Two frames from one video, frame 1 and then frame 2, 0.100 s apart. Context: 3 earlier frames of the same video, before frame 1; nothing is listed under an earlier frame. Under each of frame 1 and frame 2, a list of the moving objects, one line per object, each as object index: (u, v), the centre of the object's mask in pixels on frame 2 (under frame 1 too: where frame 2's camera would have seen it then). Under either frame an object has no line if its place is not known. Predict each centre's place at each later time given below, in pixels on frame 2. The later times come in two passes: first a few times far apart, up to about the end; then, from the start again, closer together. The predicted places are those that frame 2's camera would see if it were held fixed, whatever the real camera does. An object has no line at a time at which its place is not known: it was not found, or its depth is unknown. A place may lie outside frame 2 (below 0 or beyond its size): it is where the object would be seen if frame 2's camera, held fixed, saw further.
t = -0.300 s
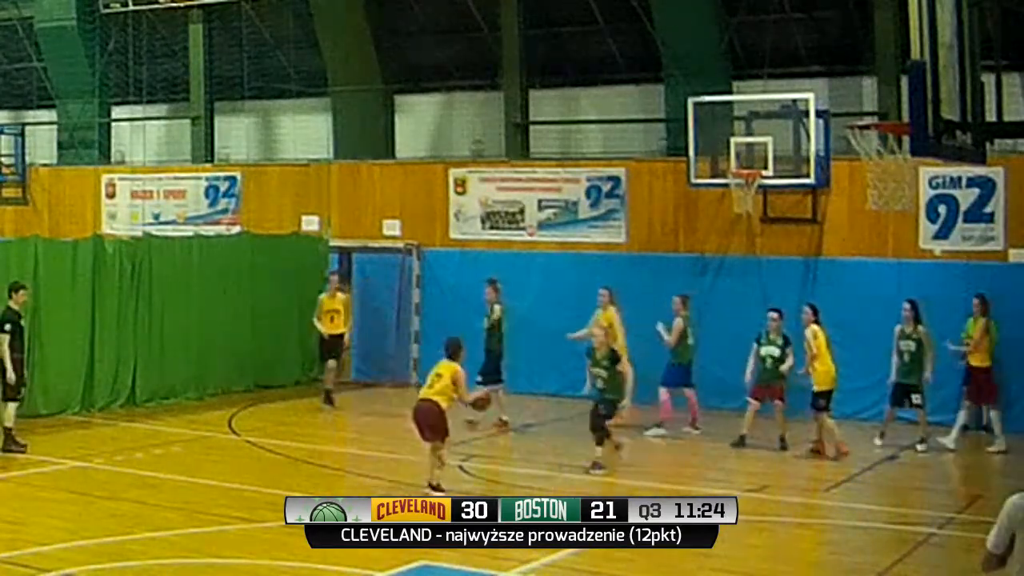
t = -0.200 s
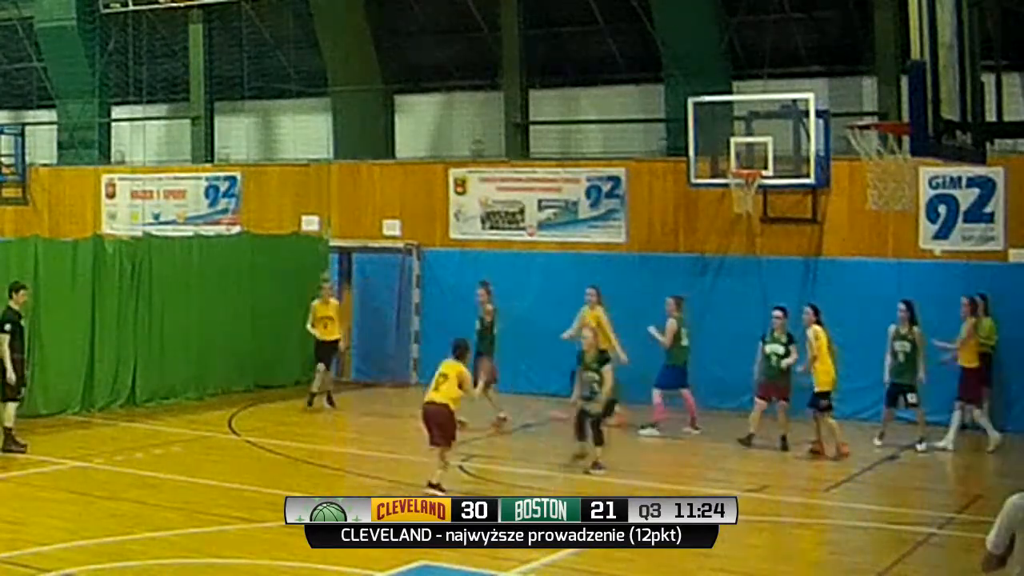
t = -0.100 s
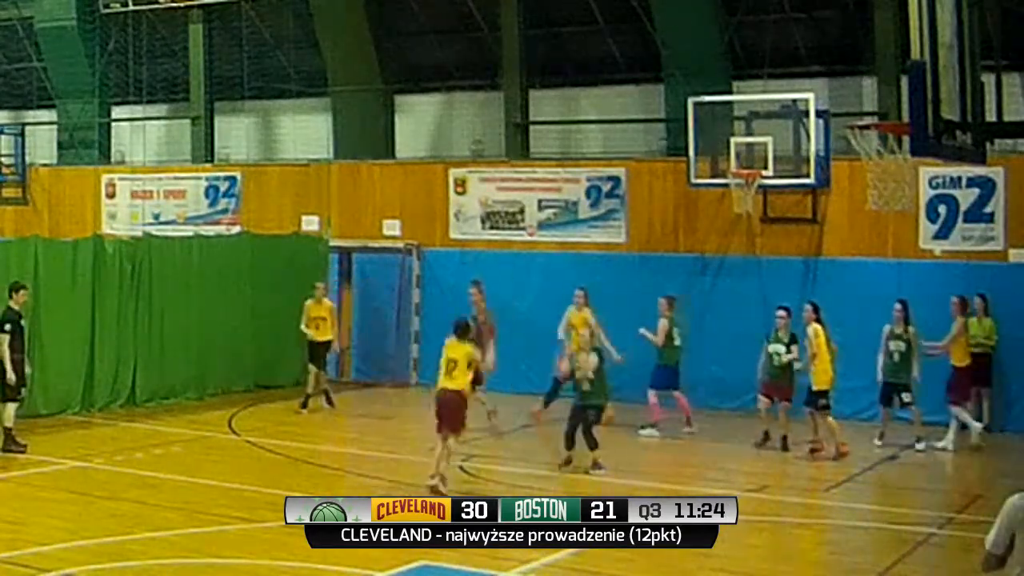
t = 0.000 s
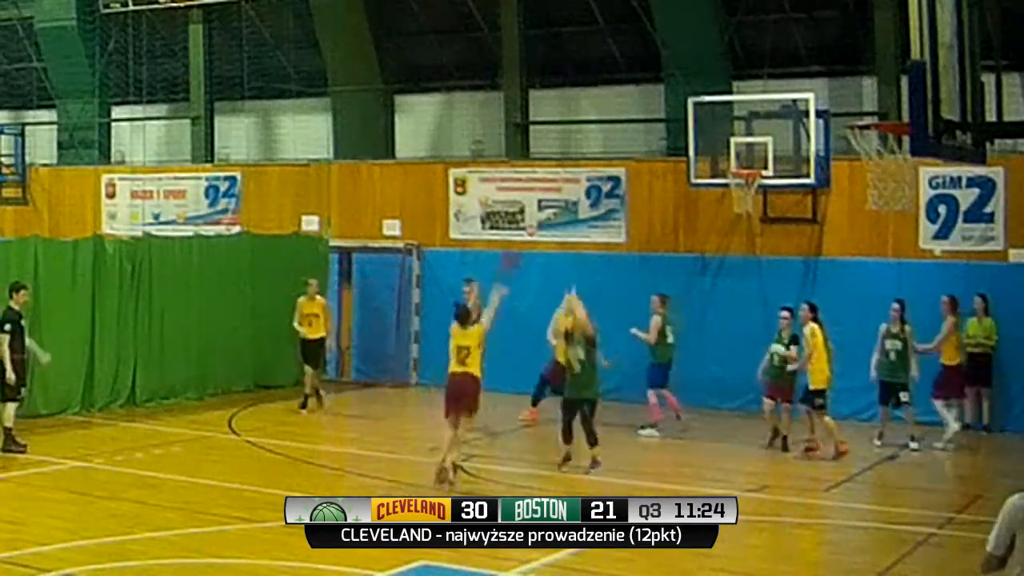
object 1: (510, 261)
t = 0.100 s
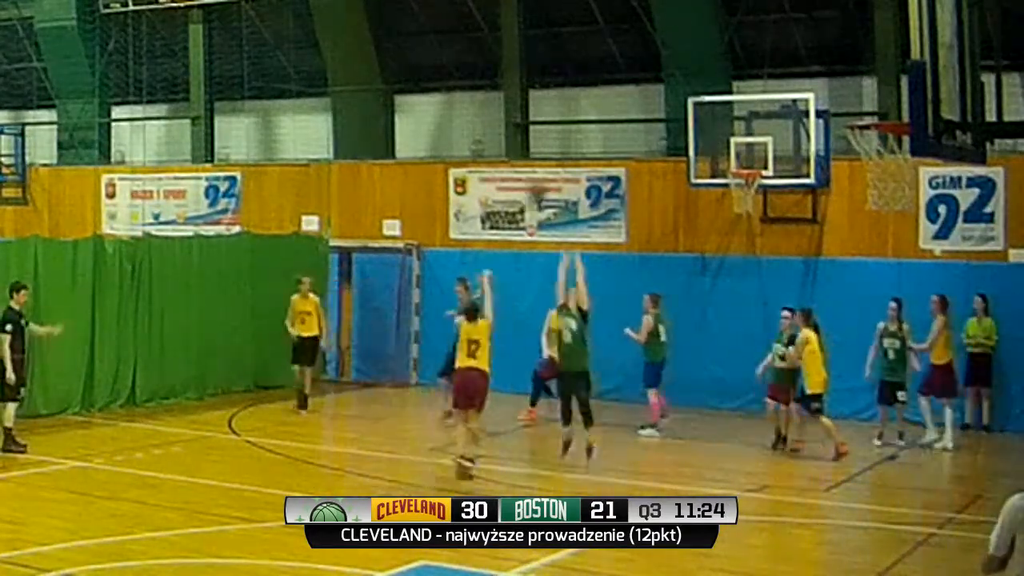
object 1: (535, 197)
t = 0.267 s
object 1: (577, 114)
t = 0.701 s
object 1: (662, 44)
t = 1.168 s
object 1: (743, 157)
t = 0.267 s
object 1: (577, 114)
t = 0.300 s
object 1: (583, 104)
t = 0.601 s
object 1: (643, 46)
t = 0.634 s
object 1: (650, 46)
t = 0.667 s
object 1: (656, 44)
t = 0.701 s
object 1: (662, 44)
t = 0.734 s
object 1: (665, 45)
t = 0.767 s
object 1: (669, 45)
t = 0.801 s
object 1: (680, 52)
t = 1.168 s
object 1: (743, 157)
